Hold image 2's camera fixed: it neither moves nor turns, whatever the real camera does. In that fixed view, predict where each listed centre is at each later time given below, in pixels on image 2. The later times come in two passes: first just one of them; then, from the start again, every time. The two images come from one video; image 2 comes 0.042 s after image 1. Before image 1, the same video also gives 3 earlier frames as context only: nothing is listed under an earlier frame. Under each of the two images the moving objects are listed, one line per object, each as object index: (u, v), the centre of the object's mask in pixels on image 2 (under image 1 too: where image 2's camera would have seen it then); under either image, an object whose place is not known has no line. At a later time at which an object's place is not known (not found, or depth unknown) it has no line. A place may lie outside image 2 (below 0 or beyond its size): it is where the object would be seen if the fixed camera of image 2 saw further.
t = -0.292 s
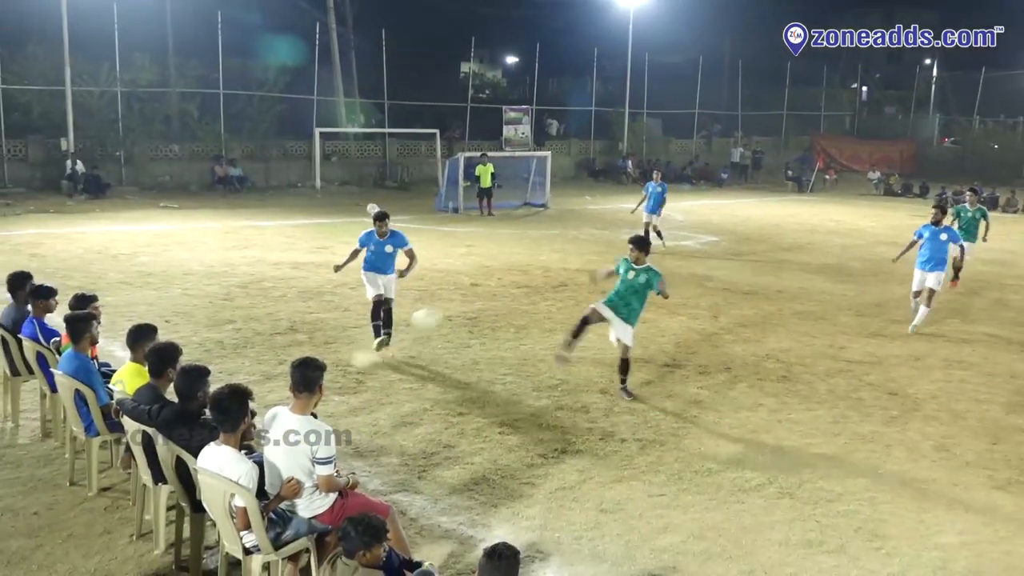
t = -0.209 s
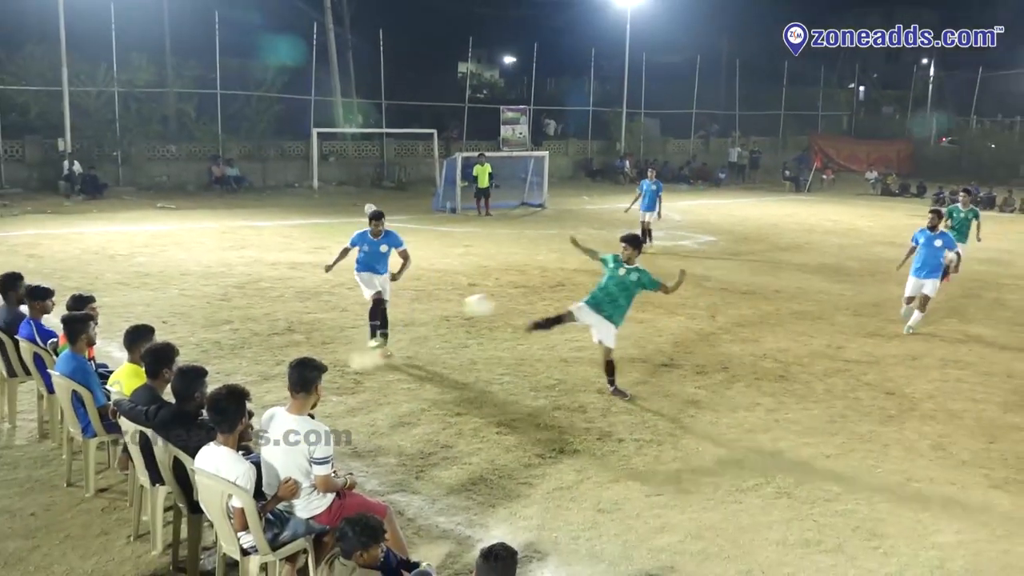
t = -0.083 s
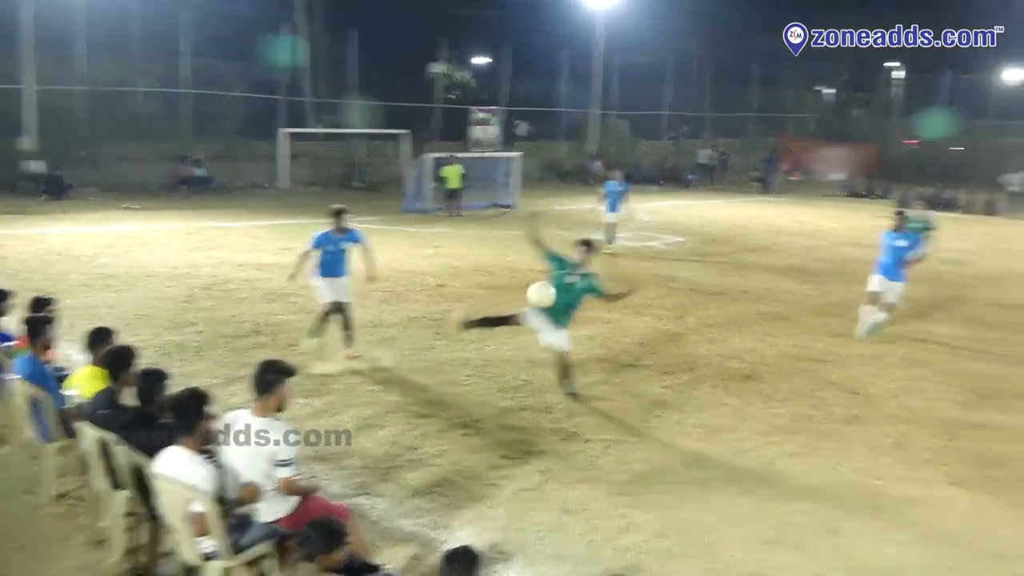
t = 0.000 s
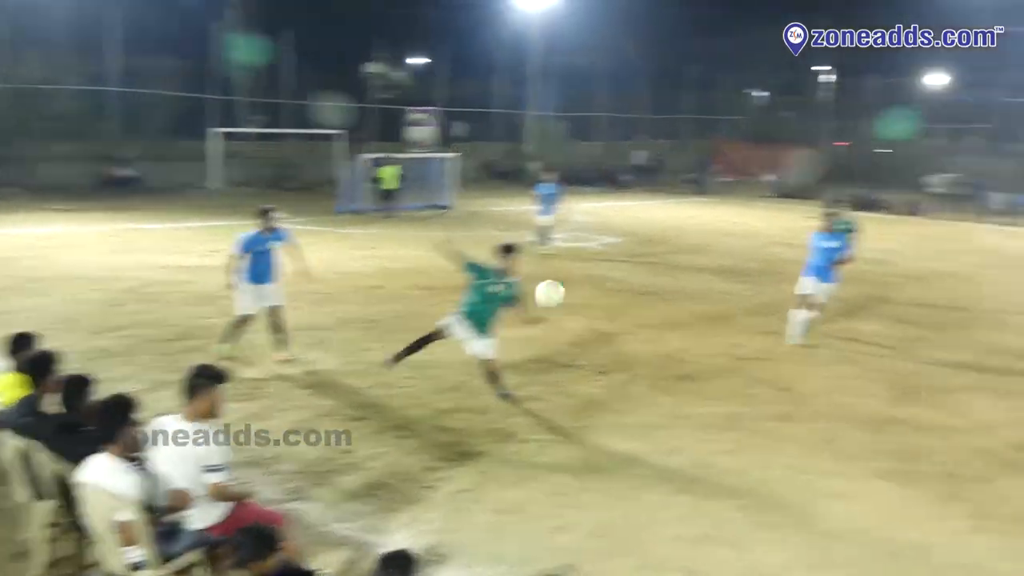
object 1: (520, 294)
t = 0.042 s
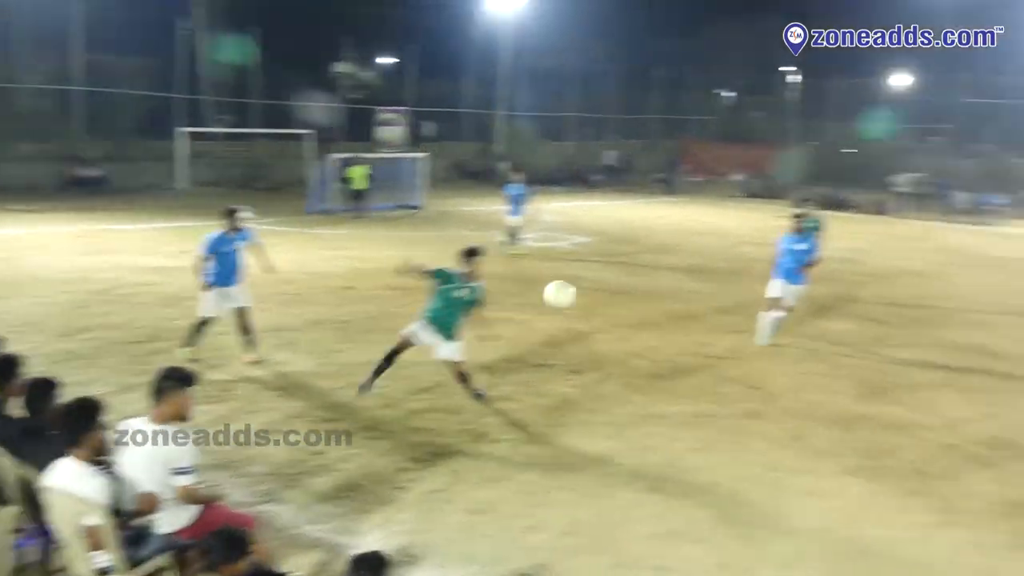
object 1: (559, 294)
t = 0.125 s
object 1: (664, 306)
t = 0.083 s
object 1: (600, 297)
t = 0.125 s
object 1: (664, 306)
